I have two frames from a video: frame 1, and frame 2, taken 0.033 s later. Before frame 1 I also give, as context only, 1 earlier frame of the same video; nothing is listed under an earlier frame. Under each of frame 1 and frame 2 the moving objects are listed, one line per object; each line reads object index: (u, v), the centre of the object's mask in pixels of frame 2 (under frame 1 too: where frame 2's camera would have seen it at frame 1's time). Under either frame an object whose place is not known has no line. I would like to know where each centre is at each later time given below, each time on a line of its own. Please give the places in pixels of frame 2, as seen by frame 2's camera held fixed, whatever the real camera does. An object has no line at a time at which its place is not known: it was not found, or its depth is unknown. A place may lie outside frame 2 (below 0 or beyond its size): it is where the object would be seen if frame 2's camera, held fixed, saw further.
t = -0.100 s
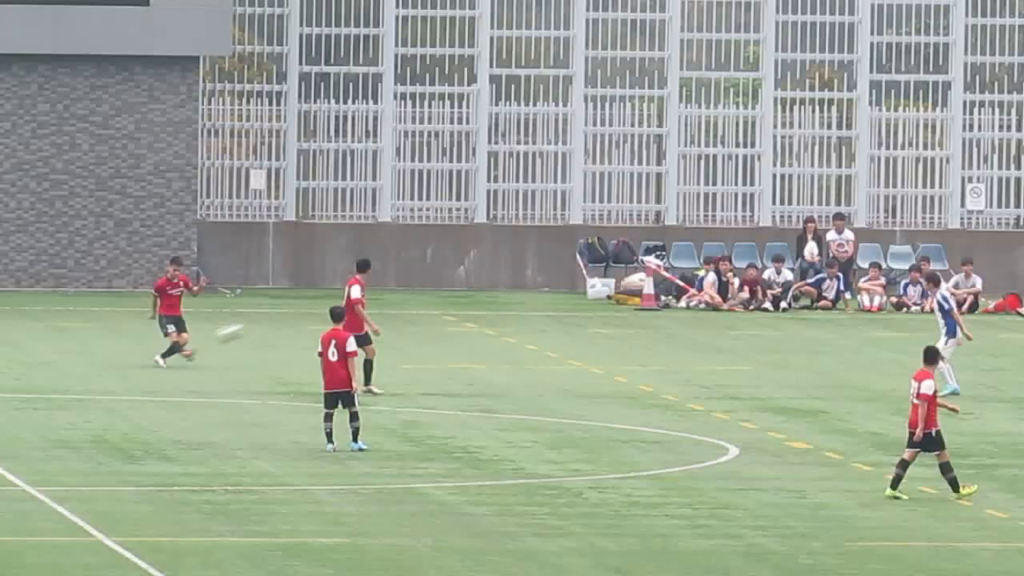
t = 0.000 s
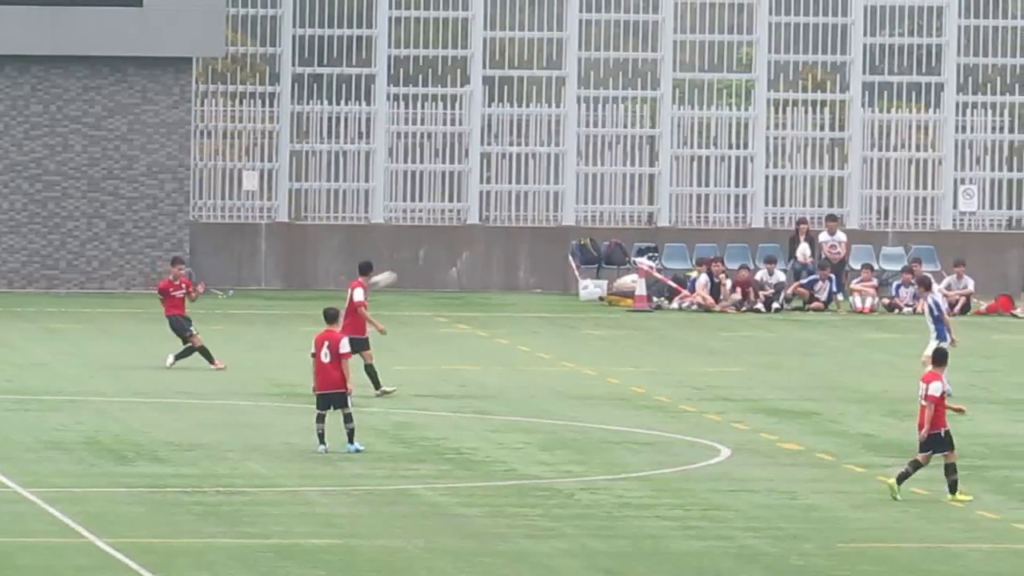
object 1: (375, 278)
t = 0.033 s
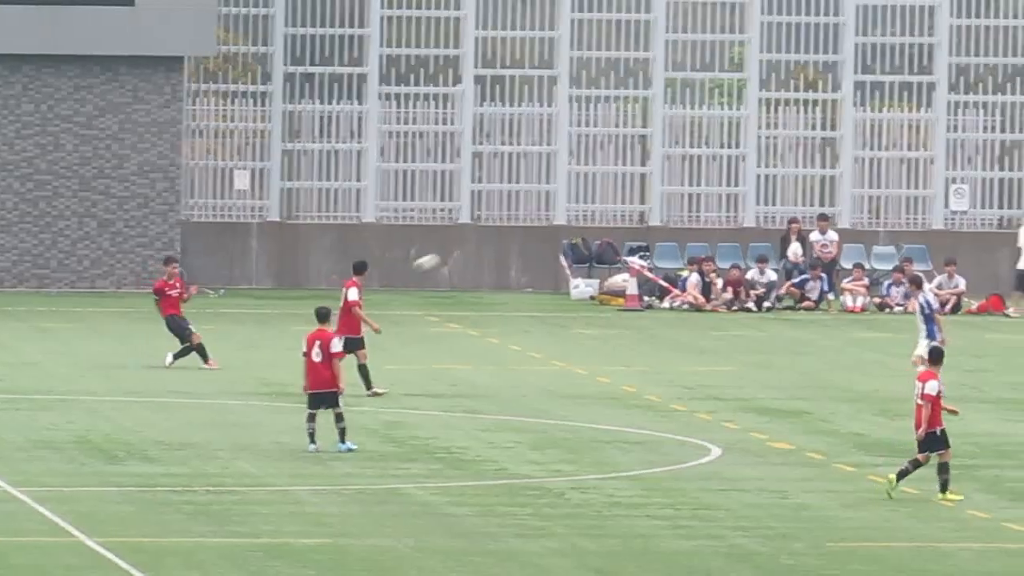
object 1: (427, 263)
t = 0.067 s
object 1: (480, 245)
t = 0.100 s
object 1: (531, 230)
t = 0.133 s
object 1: (583, 216)
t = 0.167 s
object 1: (634, 202)
